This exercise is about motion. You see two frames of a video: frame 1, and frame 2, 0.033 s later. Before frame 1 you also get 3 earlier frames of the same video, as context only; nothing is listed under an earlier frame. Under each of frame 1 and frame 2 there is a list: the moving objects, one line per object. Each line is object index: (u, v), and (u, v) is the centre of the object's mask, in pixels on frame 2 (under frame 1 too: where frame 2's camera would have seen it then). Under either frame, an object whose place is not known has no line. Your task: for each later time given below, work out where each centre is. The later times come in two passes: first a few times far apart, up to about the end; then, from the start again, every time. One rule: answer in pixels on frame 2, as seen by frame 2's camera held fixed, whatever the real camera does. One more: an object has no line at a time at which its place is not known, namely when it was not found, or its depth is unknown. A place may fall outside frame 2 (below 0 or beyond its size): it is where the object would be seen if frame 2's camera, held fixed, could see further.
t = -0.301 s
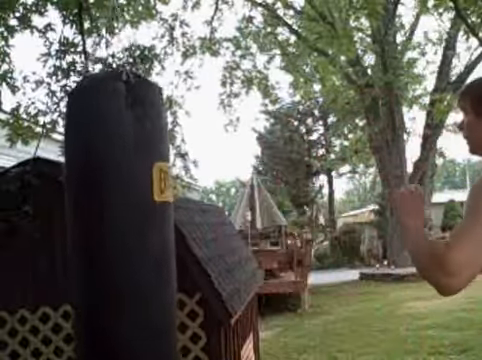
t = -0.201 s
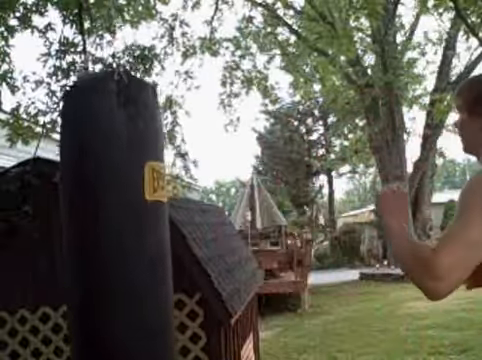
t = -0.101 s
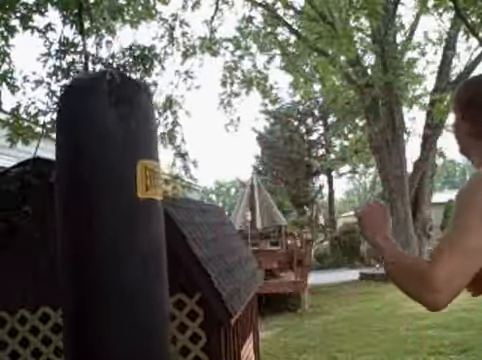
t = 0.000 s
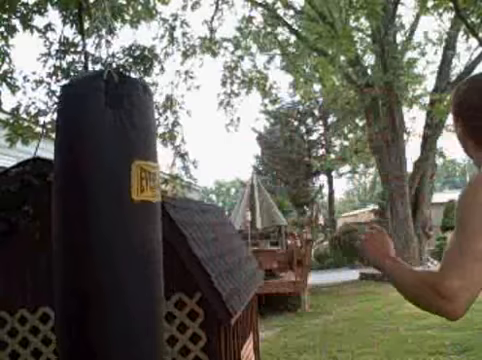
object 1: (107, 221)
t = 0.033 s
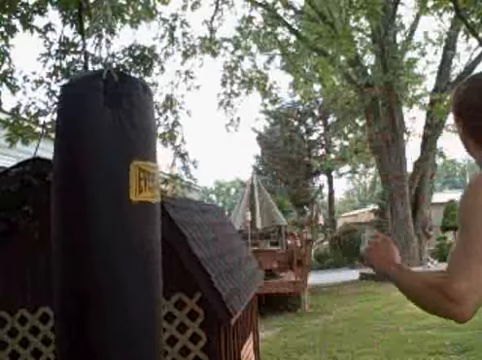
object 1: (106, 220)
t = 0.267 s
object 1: (95, 220)
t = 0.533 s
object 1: (91, 219)
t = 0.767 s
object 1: (92, 219)
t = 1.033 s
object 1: (100, 219)
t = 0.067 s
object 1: (105, 220)
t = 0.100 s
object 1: (103, 219)
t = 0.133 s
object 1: (102, 219)
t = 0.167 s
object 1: (100, 220)
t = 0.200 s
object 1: (98, 220)
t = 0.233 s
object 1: (96, 220)
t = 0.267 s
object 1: (95, 220)
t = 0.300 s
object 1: (94, 220)
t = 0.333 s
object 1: (94, 220)
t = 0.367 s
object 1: (93, 221)
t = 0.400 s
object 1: (92, 220)
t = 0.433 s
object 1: (92, 219)
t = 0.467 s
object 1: (92, 219)
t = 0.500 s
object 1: (91, 219)
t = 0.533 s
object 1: (91, 219)
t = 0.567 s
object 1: (91, 219)
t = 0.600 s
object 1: (91, 220)
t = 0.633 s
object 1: (90, 220)
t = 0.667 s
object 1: (91, 220)
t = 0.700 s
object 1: (91, 220)
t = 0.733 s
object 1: (91, 219)
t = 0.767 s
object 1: (92, 219)
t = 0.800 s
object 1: (93, 218)
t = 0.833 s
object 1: (94, 218)
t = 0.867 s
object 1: (96, 217)
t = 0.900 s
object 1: (97, 218)
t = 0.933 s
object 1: (97, 218)
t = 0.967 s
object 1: (98, 218)
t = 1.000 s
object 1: (99, 218)
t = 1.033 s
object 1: (100, 219)
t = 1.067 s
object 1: (102, 219)
